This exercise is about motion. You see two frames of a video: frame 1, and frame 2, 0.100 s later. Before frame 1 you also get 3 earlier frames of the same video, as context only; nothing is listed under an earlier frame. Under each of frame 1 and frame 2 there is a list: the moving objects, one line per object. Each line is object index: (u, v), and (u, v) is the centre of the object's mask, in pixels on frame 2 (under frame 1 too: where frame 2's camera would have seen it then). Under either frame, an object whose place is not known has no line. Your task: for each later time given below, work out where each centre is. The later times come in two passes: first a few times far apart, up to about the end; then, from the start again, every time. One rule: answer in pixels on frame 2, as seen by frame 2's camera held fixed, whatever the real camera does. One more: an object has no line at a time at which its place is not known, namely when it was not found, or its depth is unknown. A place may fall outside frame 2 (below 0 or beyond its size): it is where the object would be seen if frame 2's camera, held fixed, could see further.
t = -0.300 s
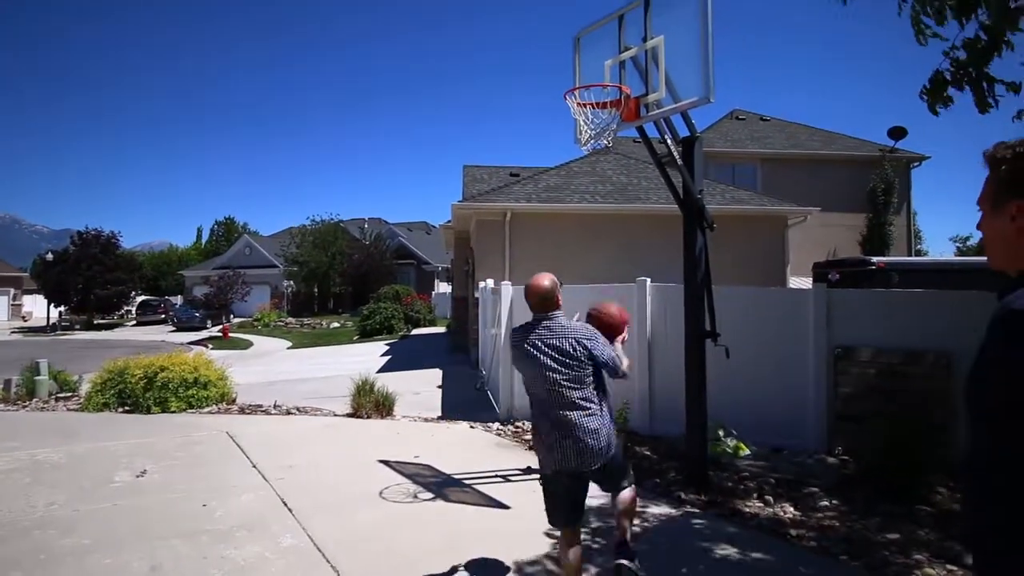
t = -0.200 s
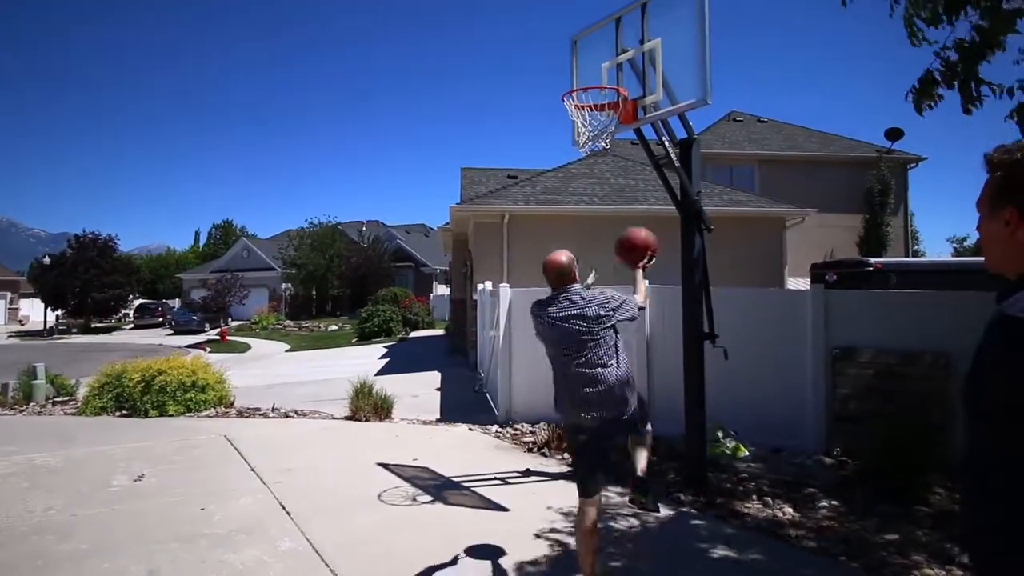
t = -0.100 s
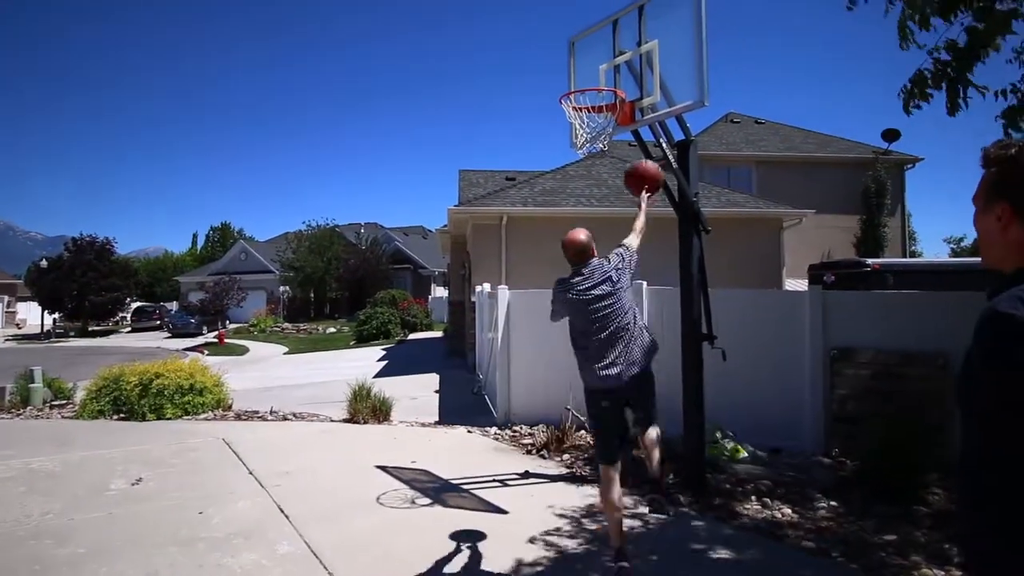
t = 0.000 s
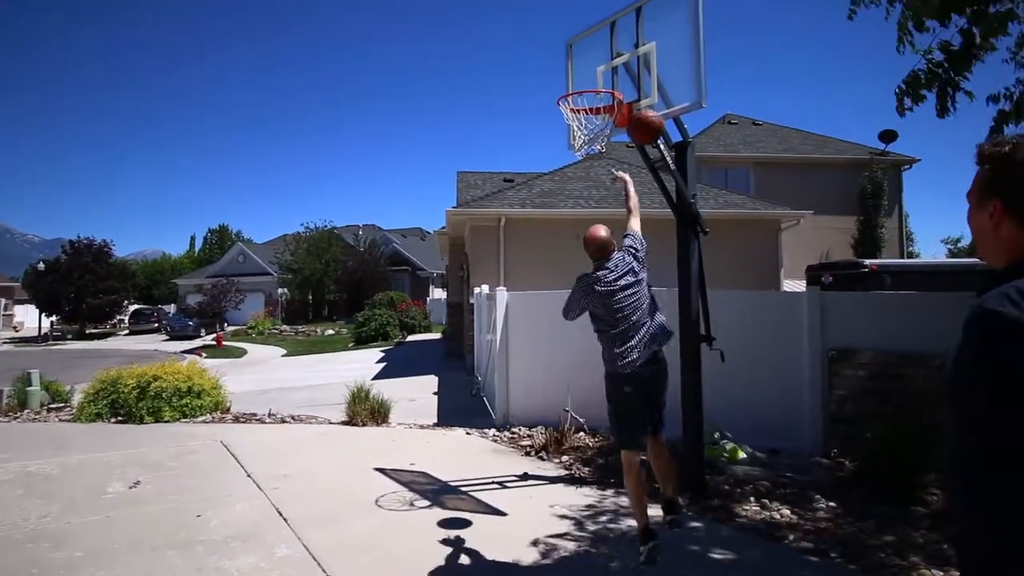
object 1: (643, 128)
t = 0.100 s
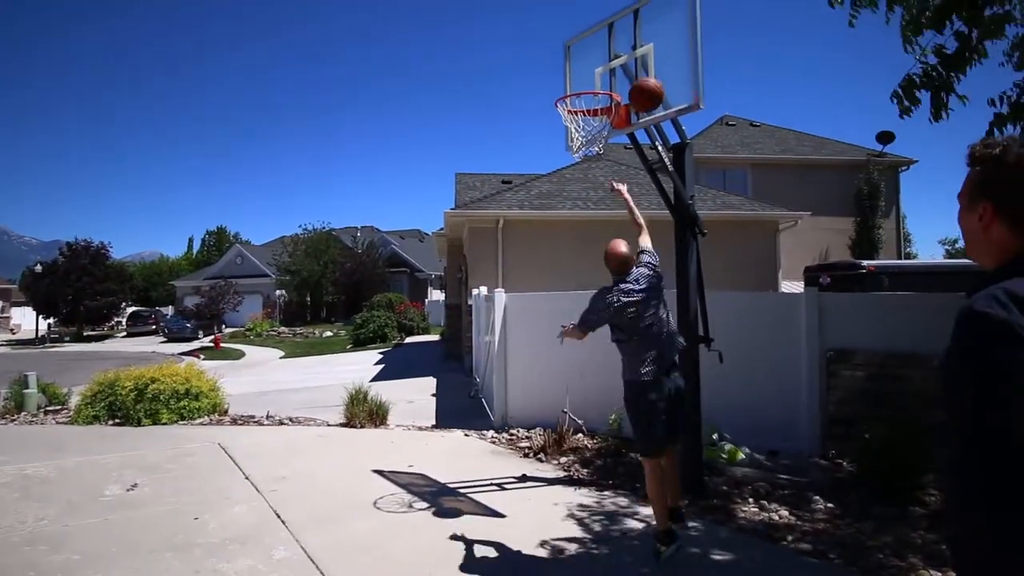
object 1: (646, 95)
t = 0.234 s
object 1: (636, 73)
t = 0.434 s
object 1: (596, 79)
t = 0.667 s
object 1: (584, 147)
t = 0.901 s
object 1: (598, 162)
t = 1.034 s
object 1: (608, 193)
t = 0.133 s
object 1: (647, 88)
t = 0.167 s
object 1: (648, 82)
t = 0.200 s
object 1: (642, 77)
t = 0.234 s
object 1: (636, 73)
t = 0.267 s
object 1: (629, 71)
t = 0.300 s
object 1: (621, 71)
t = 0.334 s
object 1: (615, 71)
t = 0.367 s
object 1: (609, 73)
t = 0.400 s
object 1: (602, 76)
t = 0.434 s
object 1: (596, 79)
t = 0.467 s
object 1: (589, 88)
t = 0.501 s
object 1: (582, 97)
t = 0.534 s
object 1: (582, 106)
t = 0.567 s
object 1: (582, 114)
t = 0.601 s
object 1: (583, 127)
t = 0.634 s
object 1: (583, 139)
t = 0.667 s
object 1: (584, 147)
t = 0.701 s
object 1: (585, 155)
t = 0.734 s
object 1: (588, 157)
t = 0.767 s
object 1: (591, 157)
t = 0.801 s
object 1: (594, 157)
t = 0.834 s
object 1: (596, 157)
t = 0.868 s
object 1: (597, 159)
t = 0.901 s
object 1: (598, 162)
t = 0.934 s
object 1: (601, 166)
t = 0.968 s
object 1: (603, 173)
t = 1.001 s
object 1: (606, 182)
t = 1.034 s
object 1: (608, 193)
